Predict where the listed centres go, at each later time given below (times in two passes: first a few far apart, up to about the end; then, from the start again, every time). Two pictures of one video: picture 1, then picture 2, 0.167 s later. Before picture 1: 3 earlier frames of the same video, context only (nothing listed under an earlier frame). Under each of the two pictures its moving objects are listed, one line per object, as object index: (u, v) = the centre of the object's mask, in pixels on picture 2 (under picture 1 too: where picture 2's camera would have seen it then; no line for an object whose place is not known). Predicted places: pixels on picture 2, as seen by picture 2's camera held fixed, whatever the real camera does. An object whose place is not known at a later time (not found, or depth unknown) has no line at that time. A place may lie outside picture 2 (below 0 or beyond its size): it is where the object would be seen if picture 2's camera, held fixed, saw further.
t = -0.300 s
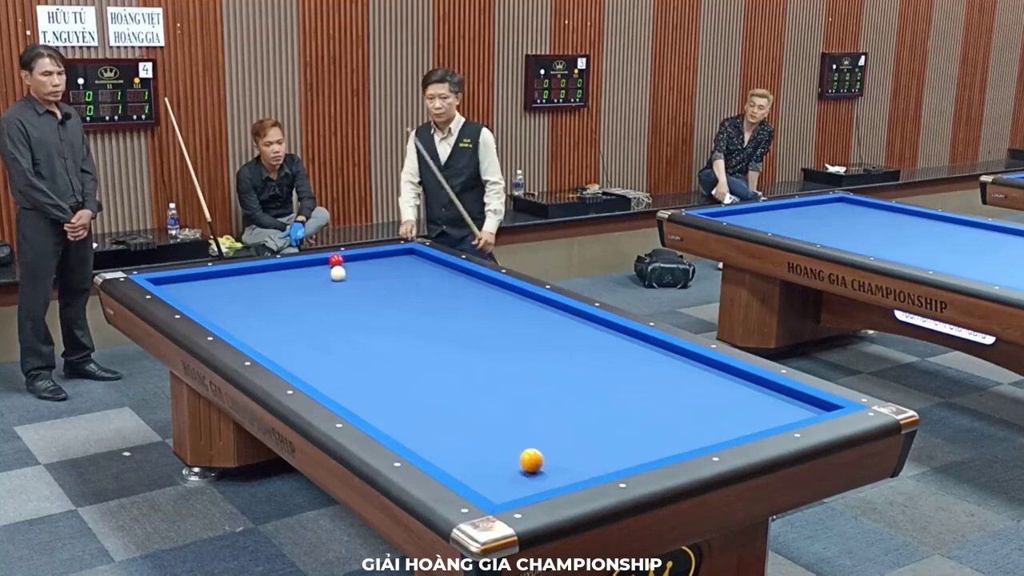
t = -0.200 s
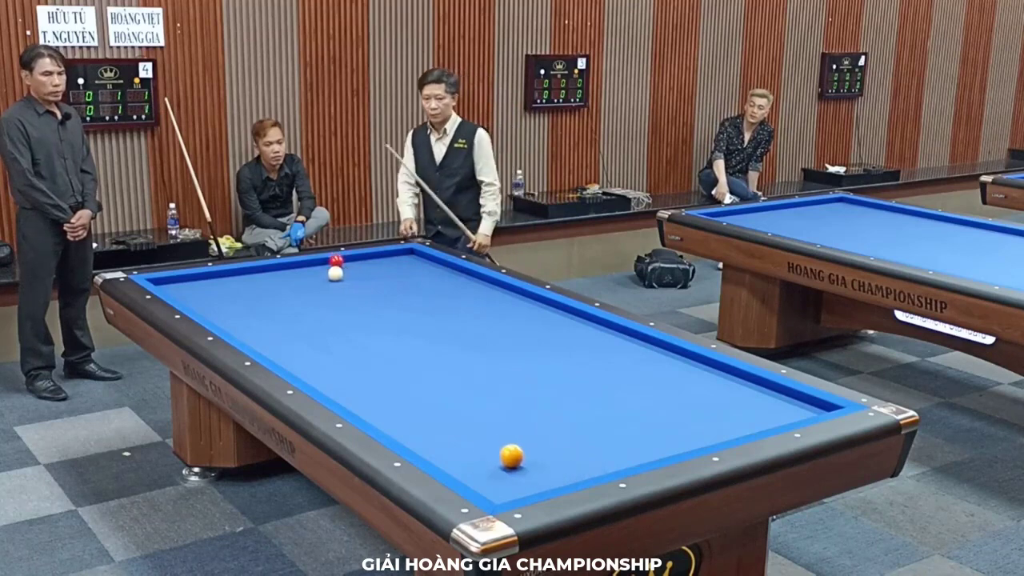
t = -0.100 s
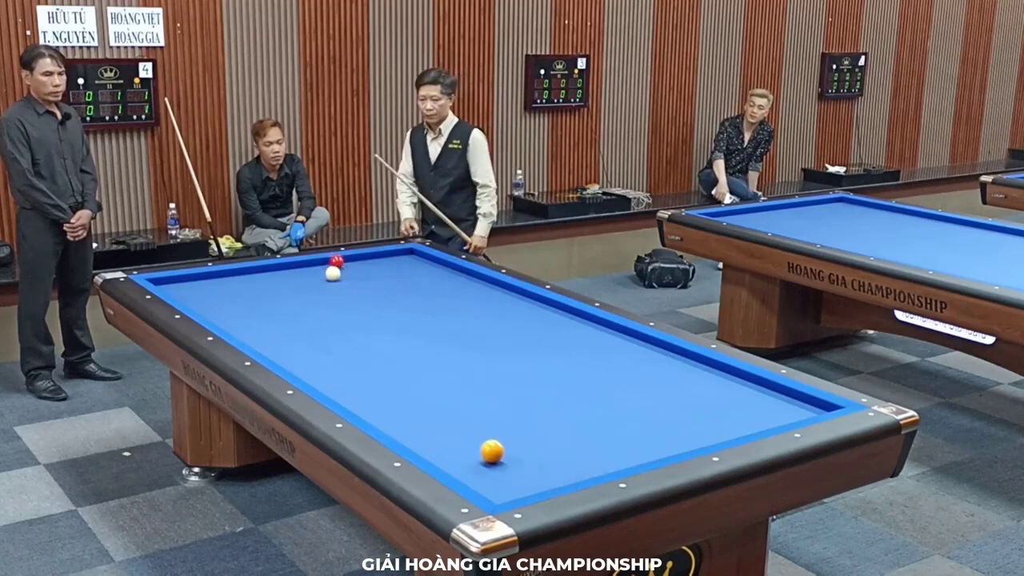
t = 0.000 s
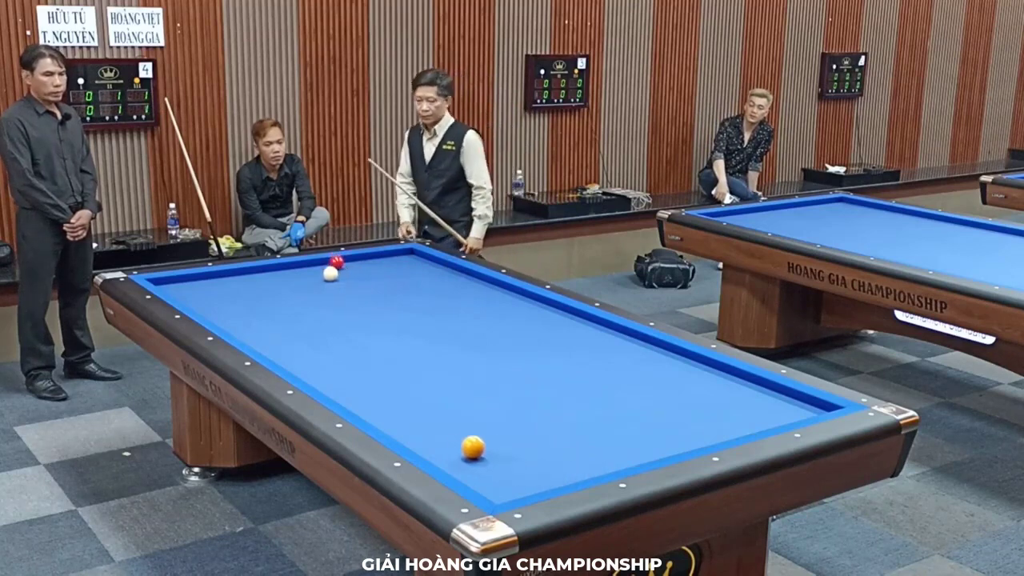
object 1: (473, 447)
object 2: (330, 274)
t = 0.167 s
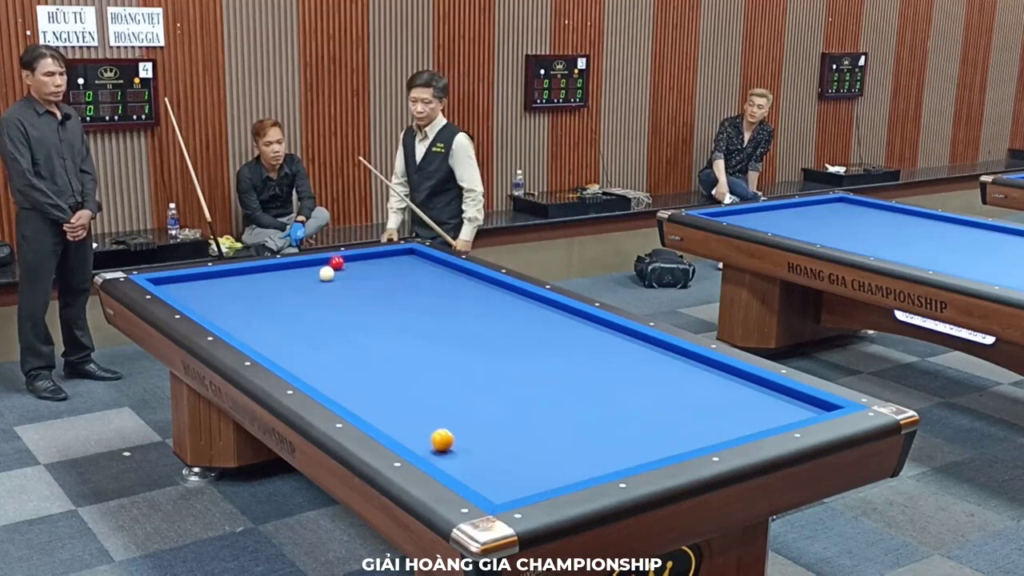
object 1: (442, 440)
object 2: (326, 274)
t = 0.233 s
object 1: (430, 437)
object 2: (325, 274)
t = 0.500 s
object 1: (385, 425)
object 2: (320, 274)
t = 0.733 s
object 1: (377, 413)
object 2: (316, 274)
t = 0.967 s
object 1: (369, 401)
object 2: (312, 274)
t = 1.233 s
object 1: (362, 389)
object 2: (308, 274)
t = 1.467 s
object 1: (356, 378)
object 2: (306, 274)
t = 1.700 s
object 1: (350, 369)
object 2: (304, 274)
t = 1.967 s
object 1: (345, 359)
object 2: (302, 274)
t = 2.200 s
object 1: (340, 351)
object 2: (302, 275)
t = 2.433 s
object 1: (336, 343)
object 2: (301, 275)
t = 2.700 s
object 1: (331, 335)
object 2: (302, 275)
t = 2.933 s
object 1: (328, 329)
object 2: (302, 275)
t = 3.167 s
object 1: (324, 323)
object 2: (302, 275)
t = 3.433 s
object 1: (321, 316)
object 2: (302, 275)
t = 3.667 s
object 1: (318, 311)
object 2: (302, 275)
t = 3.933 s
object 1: (315, 305)
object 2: (302, 275)
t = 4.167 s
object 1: (312, 301)
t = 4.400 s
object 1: (310, 297)
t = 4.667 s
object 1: (308, 292)
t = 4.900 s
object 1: (306, 288)
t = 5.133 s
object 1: (304, 285)
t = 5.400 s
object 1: (303, 281)
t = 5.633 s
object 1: (302, 278)
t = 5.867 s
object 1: (301, 278)
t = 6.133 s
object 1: (300, 277)
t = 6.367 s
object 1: (300, 277)
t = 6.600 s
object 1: (300, 277)
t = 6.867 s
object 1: (300, 277)
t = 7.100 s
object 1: (300, 277)
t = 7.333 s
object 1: (300, 277)
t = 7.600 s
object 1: (300, 277)
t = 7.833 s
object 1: (300, 277)
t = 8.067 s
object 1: (300, 277)
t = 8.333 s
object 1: (300, 277)
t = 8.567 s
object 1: (300, 277)
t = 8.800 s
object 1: (300, 277)
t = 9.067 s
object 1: (300, 277)
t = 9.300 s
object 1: (300, 277)
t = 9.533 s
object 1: (300, 277)
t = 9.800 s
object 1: (300, 277)
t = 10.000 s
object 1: (300, 277)
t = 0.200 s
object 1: (436, 439)
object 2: (326, 274)
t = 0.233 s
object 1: (430, 437)
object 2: (325, 274)
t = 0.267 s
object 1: (424, 436)
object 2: (324, 274)
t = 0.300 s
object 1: (418, 435)
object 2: (324, 274)
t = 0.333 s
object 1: (412, 433)
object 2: (323, 274)
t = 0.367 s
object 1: (407, 432)
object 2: (323, 274)
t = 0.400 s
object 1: (401, 430)
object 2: (322, 274)
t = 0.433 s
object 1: (396, 429)
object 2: (321, 274)
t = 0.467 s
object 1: (390, 427)
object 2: (320, 274)
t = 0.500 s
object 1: (385, 425)
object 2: (320, 274)
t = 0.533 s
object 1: (384, 423)
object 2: (319, 274)
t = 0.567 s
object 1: (383, 422)
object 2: (319, 274)
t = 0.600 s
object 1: (382, 420)
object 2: (318, 274)
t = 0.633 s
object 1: (381, 418)
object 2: (317, 274)
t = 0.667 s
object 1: (379, 417)
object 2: (317, 274)
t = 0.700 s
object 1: (378, 415)
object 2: (316, 274)
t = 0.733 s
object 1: (377, 413)
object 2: (316, 274)
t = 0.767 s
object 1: (376, 412)
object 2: (315, 274)
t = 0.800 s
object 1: (375, 410)
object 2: (314, 274)
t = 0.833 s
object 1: (374, 408)
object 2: (314, 274)
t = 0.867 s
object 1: (373, 407)
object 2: (313, 274)
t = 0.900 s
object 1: (371, 405)
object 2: (313, 274)
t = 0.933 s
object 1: (370, 403)
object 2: (312, 274)
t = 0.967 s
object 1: (369, 401)
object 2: (312, 274)
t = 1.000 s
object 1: (369, 400)
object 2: (312, 274)
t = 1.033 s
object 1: (368, 398)
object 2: (311, 274)
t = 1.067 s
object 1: (367, 396)
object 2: (311, 274)
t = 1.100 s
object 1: (365, 395)
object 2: (310, 274)
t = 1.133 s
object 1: (365, 393)
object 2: (310, 274)
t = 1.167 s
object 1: (364, 392)
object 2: (309, 274)
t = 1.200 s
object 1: (363, 390)
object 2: (309, 274)
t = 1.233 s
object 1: (362, 389)
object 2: (308, 274)
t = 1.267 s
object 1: (361, 387)
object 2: (308, 274)
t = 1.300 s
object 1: (360, 386)
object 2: (308, 274)
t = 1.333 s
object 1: (359, 384)
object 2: (307, 274)
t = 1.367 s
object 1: (359, 383)
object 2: (307, 274)
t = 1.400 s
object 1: (358, 381)
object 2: (307, 274)
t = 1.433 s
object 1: (357, 380)
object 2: (306, 274)
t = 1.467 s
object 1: (356, 378)
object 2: (306, 274)
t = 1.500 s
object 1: (355, 377)
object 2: (305, 274)
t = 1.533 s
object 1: (354, 376)
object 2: (305, 274)
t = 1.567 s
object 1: (354, 374)
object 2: (305, 274)
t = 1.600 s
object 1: (353, 373)
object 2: (305, 274)
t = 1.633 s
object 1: (352, 371)
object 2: (304, 274)
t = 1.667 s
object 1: (351, 370)
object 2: (304, 274)
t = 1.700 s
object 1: (350, 369)
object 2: (304, 274)
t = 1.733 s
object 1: (350, 368)
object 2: (304, 274)
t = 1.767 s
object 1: (349, 366)
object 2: (303, 274)
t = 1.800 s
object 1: (348, 365)
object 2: (303, 274)
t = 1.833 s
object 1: (348, 364)
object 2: (303, 274)
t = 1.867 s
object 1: (347, 363)
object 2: (303, 274)
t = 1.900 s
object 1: (346, 361)
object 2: (303, 274)
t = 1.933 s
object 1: (345, 360)
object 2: (302, 274)
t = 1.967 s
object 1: (345, 359)
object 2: (302, 274)
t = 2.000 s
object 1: (344, 358)
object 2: (302, 275)
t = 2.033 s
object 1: (343, 356)
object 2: (302, 275)
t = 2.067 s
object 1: (343, 355)
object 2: (302, 275)
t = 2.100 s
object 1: (342, 354)
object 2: (302, 275)
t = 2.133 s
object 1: (341, 353)
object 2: (302, 275)
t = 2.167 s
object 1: (341, 352)
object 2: (302, 275)
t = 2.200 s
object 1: (340, 351)
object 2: (302, 275)
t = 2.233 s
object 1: (340, 350)
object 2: (302, 275)
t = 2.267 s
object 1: (339, 349)
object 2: (301, 275)
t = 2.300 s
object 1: (338, 347)
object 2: (302, 275)
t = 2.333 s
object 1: (338, 346)
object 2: (301, 275)
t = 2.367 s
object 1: (337, 345)
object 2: (301, 275)
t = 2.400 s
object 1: (336, 344)
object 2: (301, 275)
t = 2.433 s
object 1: (336, 343)
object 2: (301, 275)
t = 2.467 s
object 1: (335, 342)
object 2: (302, 275)
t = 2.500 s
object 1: (335, 341)
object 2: (302, 275)
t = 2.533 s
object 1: (334, 340)
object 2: (302, 275)
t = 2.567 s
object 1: (333, 339)
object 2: (302, 275)
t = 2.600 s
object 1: (333, 338)
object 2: (302, 275)
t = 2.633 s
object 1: (332, 337)
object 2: (302, 275)
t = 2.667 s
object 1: (332, 336)
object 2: (302, 275)
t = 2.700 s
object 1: (331, 335)
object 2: (302, 275)
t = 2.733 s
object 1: (331, 334)
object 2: (302, 275)
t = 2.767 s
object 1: (330, 333)
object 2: (302, 275)
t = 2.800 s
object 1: (330, 332)
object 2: (302, 275)
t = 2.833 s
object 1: (329, 332)
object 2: (302, 275)
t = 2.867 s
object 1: (329, 331)
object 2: (302, 275)
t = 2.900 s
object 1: (328, 330)
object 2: (302, 275)
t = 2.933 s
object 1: (328, 329)
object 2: (302, 275)
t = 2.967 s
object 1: (327, 328)
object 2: (302, 275)
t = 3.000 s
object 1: (327, 327)
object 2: (302, 275)
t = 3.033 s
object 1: (326, 326)
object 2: (302, 275)
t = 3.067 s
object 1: (326, 325)
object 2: (302, 275)
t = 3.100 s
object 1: (325, 324)
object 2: (302, 275)
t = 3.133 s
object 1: (325, 324)
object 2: (302, 275)
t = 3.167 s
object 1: (324, 323)
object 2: (302, 275)
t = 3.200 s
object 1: (324, 322)
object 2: (302, 275)
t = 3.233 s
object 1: (323, 321)
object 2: (302, 275)
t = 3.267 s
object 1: (323, 320)
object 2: (302, 275)
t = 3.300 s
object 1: (323, 320)
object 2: (302, 275)
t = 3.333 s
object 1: (322, 319)
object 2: (302, 275)
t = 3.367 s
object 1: (322, 318)
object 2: (302, 275)
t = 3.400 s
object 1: (321, 317)
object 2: (302, 275)
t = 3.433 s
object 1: (321, 316)
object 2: (302, 275)
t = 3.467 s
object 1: (320, 316)
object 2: (302, 275)
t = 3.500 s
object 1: (320, 315)
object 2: (302, 275)
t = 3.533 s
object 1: (320, 314)
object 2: (302, 275)
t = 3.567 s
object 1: (319, 313)
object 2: (302, 275)
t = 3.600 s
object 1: (319, 313)
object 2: (302, 275)
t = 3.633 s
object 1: (318, 312)
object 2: (302, 275)
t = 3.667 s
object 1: (318, 311)
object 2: (302, 275)
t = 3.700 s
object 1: (318, 310)
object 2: (302, 275)
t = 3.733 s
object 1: (317, 310)
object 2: (302, 275)
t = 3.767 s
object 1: (317, 309)
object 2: (302, 275)
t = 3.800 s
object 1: (317, 308)
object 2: (302, 275)
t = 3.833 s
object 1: (316, 307)
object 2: (302, 275)
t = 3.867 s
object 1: (316, 307)
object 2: (302, 275)
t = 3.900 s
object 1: (315, 306)
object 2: (302, 275)
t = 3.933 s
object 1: (315, 305)
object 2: (302, 275)
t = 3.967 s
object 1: (315, 305)
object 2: (302, 275)
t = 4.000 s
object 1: (314, 304)
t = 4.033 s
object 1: (314, 303)
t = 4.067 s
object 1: (313, 303)
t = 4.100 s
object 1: (313, 302)
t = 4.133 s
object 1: (313, 302)
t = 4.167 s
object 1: (312, 301)
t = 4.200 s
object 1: (312, 300)
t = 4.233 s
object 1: (312, 300)
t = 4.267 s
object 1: (311, 299)
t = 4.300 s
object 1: (311, 298)
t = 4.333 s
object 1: (311, 298)
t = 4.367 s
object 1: (310, 297)
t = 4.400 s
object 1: (310, 297)
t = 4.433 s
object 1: (310, 296)
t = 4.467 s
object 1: (309, 295)
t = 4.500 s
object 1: (309, 295)
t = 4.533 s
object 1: (309, 294)
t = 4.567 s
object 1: (309, 294)
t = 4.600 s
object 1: (308, 293)
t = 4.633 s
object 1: (308, 293)
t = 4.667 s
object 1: (308, 292)
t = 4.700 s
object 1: (307, 291)
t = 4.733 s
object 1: (307, 291)
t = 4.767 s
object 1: (307, 291)
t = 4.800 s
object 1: (307, 290)
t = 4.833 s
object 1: (307, 289)
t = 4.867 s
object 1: (306, 289)
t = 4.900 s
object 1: (306, 288)
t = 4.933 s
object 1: (306, 288)
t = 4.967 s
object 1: (305, 287)
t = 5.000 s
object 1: (305, 287)
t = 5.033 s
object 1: (305, 286)
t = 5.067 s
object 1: (305, 286)
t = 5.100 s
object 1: (305, 285)
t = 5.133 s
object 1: (304, 285)
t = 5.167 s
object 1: (304, 284)
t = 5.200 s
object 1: (304, 284)
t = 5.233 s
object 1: (304, 283)
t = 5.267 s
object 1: (304, 283)
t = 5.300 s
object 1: (303, 282)
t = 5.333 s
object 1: (303, 282)
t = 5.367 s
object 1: (303, 282)
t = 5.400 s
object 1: (303, 281)
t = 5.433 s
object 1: (302, 281)
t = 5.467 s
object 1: (302, 280)
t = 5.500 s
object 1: (302, 280)
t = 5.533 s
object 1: (302, 280)
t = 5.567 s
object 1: (302, 280)
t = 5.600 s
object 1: (302, 278)
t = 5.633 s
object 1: (302, 278)
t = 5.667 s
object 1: (301, 278)
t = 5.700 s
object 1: (301, 278)
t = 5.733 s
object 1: (301, 278)
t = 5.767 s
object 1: (301, 278)
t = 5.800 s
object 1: (301, 277)
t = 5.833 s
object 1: (301, 277)
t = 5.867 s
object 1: (301, 278)
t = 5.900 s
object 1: (301, 278)
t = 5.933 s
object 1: (301, 278)
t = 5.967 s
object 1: (300, 277)
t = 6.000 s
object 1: (300, 278)
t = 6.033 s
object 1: (300, 277)
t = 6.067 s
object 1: (300, 277)
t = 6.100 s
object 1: (300, 277)
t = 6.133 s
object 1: (300, 277)
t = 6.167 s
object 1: (300, 277)
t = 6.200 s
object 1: (300, 277)
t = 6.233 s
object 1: (300, 277)
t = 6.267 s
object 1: (300, 277)
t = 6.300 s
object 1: (300, 277)
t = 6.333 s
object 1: (300, 277)
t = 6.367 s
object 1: (300, 277)
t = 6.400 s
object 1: (300, 277)
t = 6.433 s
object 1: (300, 277)
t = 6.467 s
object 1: (300, 277)
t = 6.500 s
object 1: (300, 277)
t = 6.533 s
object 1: (300, 277)
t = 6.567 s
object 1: (300, 277)
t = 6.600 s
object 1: (300, 277)
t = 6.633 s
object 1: (300, 277)
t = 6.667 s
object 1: (300, 277)
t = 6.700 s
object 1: (300, 277)
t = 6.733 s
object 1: (300, 277)
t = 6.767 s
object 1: (300, 277)
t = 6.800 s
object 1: (300, 277)
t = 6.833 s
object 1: (300, 277)
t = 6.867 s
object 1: (300, 277)
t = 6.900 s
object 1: (300, 277)
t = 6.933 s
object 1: (300, 277)
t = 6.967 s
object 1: (300, 277)
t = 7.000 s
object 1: (300, 277)
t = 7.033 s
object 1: (300, 277)
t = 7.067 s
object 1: (300, 277)
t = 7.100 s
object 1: (300, 277)
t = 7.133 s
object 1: (300, 277)
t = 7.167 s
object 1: (300, 277)
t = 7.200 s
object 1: (300, 277)
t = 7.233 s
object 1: (300, 277)
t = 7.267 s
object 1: (300, 277)
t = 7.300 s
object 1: (300, 277)
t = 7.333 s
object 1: (300, 277)
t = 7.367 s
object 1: (300, 277)
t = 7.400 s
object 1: (300, 277)
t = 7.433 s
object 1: (300, 277)
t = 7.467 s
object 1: (300, 277)
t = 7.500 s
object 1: (300, 277)
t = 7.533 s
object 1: (300, 277)
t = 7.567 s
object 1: (300, 277)
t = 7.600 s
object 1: (300, 277)
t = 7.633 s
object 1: (300, 277)
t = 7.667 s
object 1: (300, 277)
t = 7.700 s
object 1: (300, 277)
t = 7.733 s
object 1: (300, 277)
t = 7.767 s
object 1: (300, 277)
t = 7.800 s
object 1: (300, 277)
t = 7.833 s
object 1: (300, 277)
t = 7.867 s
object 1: (300, 277)
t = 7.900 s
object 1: (300, 277)
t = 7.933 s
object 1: (300, 277)
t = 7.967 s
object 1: (300, 277)
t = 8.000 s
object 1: (300, 277)
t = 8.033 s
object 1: (300, 277)
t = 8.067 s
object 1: (300, 277)
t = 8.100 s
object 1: (300, 277)
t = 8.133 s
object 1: (300, 277)
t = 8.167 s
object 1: (300, 277)
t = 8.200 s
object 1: (300, 277)
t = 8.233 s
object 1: (300, 277)
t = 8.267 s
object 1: (300, 277)
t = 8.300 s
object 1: (300, 277)
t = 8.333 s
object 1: (300, 277)
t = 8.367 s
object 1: (300, 277)
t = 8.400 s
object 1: (300, 277)
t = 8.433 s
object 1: (300, 277)
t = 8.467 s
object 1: (300, 277)
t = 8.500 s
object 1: (300, 277)
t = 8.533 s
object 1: (300, 277)
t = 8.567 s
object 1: (300, 277)
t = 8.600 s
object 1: (300, 277)
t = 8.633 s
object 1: (300, 277)
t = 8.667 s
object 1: (300, 277)
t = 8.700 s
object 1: (300, 277)
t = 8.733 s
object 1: (300, 277)
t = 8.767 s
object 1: (300, 277)
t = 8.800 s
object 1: (300, 277)
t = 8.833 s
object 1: (300, 277)
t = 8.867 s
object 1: (300, 277)
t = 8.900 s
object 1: (300, 277)
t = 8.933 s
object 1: (300, 277)
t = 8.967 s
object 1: (300, 277)
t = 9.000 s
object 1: (300, 277)
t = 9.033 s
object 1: (300, 277)
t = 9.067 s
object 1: (300, 277)
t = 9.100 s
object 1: (300, 277)
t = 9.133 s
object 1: (300, 277)
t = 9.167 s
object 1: (300, 277)
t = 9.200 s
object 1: (300, 277)
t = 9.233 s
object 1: (300, 277)
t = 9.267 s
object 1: (300, 277)
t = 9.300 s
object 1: (300, 277)
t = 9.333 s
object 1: (300, 277)
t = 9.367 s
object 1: (300, 277)
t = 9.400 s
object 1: (300, 277)
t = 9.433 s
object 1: (300, 277)
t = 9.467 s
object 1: (300, 277)
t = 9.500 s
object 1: (300, 277)
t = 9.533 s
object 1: (300, 277)
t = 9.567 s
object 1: (300, 277)
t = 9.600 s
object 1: (300, 277)
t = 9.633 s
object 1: (300, 277)
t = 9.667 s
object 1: (300, 277)
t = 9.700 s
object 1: (300, 277)
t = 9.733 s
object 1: (300, 277)
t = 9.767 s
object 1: (300, 277)
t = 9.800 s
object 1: (300, 277)
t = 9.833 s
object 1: (300, 277)
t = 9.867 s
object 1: (300, 277)
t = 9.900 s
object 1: (300, 277)
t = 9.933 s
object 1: (300, 277)
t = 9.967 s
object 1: (300, 277)
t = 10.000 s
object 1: (300, 277)
